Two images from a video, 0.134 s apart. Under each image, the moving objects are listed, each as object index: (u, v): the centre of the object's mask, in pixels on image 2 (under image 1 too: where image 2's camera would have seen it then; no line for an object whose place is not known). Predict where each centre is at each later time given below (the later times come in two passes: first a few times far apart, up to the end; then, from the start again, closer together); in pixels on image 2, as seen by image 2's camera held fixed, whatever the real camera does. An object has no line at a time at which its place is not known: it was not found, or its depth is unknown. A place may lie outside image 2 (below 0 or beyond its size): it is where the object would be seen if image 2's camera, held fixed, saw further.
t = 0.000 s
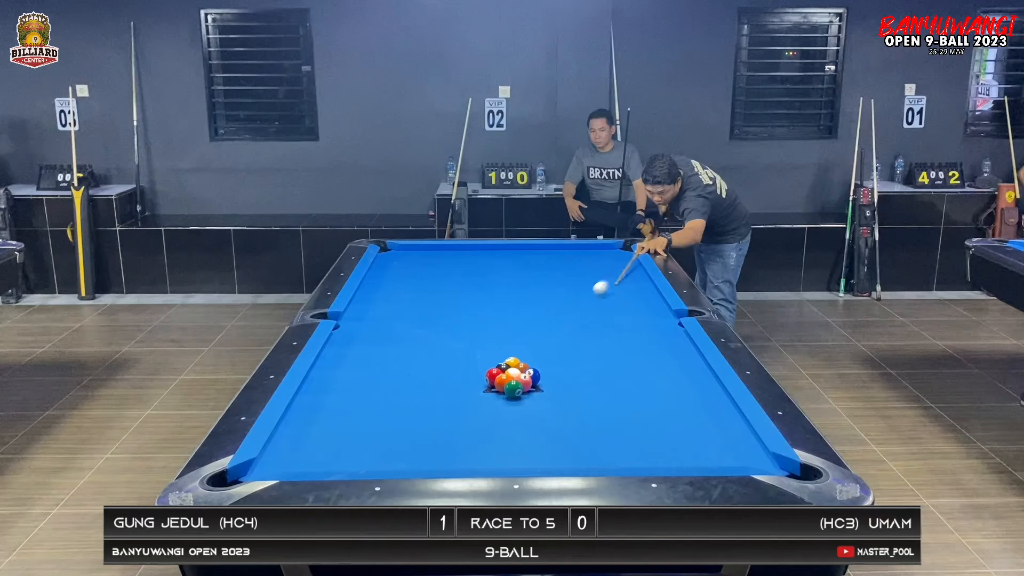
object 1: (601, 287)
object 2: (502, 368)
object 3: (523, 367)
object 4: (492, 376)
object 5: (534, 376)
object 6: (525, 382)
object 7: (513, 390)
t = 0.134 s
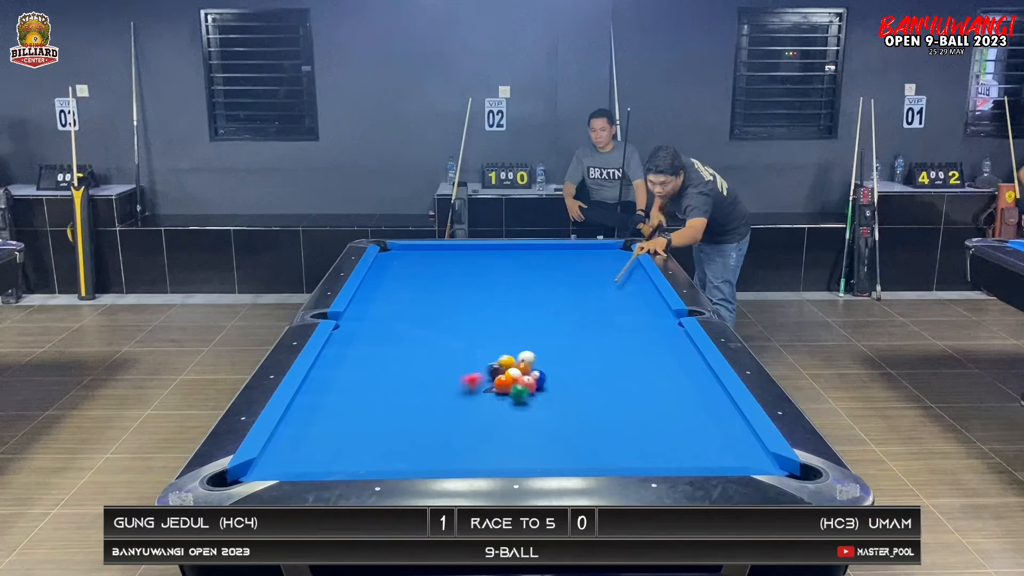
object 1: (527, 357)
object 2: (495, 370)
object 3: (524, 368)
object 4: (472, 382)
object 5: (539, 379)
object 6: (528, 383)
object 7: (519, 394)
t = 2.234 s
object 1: (537, 341)
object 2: (561, 309)
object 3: (443, 313)
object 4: (463, 365)
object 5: (645, 404)
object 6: (570, 408)
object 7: (484, 329)
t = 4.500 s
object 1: (399, 317)
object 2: (596, 284)
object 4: (342, 354)
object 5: (561, 356)
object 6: (541, 370)
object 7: (406, 281)
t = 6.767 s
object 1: (353, 312)
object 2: (571, 282)
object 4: (354, 358)
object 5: (543, 348)
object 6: (537, 368)
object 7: (441, 275)
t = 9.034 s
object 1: (353, 312)
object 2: (571, 282)
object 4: (354, 358)
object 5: (543, 348)
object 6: (537, 368)
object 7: (441, 275)
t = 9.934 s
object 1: (353, 312)
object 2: (571, 282)
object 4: (354, 358)
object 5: (543, 348)
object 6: (537, 368)
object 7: (441, 275)
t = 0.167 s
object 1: (539, 360)
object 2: (480, 371)
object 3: (525, 370)
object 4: (422, 393)
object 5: (550, 383)
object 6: (535, 388)
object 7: (533, 405)
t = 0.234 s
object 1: (562, 363)
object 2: (453, 369)
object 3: (527, 370)
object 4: (313, 419)
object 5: (572, 391)
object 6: (549, 399)
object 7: (559, 426)
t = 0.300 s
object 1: (582, 364)
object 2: (429, 367)
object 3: (529, 370)
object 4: (330, 434)
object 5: (594, 399)
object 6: (562, 407)
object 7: (587, 448)
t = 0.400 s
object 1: (609, 366)
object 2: (397, 365)
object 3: (531, 370)
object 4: (427, 449)
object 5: (625, 409)
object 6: (583, 419)
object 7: (618, 458)
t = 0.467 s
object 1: (627, 368)
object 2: (375, 364)
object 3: (533, 370)
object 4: (489, 457)
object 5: (646, 417)
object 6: (598, 428)
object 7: (624, 448)
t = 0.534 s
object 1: (645, 369)
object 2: (354, 362)
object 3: (534, 370)
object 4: (548, 461)
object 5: (669, 424)
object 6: (606, 436)
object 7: (638, 438)
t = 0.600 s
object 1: (663, 371)
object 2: (333, 361)
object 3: (536, 370)
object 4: (596, 457)
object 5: (692, 432)
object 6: (603, 440)
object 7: (663, 431)
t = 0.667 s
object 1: (681, 372)
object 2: (331, 358)
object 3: (538, 370)
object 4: (640, 452)
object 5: (717, 441)
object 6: (602, 447)
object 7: (684, 424)
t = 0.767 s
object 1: (706, 374)
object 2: (350, 354)
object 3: (540, 370)
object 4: (703, 444)
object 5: (756, 454)
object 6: (602, 456)
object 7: (714, 414)
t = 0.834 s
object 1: (694, 371)
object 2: (363, 351)
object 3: (541, 370)
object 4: (744, 438)
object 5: (754, 458)
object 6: (601, 460)
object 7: (727, 408)
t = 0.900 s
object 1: (685, 370)
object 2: (375, 349)
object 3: (542, 370)
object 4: (719, 429)
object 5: (749, 461)
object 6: (600, 460)
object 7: (710, 402)
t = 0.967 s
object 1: (676, 368)
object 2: (387, 346)
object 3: (543, 370)
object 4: (688, 419)
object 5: (742, 460)
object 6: (598, 458)
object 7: (694, 398)
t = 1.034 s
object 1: (667, 366)
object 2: (398, 344)
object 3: (544, 370)
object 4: (661, 410)
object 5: (735, 458)
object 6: (596, 456)
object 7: (680, 393)
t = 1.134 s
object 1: (654, 364)
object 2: (415, 340)
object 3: (546, 370)
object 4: (625, 397)
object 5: (726, 454)
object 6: (594, 453)
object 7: (659, 386)
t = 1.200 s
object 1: (645, 362)
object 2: (425, 338)
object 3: (546, 370)
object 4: (603, 390)
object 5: (720, 450)
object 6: (592, 448)
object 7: (645, 381)
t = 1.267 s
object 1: (637, 360)
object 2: (436, 336)
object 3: (547, 369)
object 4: (581, 382)
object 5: (714, 446)
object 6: (590, 445)
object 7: (632, 377)
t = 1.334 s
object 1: (629, 359)
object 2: (446, 333)
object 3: (546, 369)
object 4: (560, 375)
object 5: (708, 443)
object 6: (588, 442)
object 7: (619, 374)
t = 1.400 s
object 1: (622, 357)
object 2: (456, 331)
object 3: (536, 363)
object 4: (554, 375)
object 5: (702, 440)
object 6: (587, 439)
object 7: (608, 369)
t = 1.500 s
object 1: (610, 355)
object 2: (470, 328)
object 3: (521, 355)
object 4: (543, 374)
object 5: (694, 435)
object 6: (585, 434)
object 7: (590, 364)
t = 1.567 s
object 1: (603, 354)
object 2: (479, 326)
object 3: (513, 351)
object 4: (535, 373)
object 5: (689, 431)
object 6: (583, 432)
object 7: (579, 360)
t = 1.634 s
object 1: (596, 352)
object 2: (488, 324)
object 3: (504, 347)
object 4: (528, 371)
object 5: (684, 428)
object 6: (582, 429)
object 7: (568, 356)
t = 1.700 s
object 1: (588, 351)
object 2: (497, 323)
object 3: (497, 342)
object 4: (520, 367)
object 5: (679, 425)
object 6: (581, 426)
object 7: (558, 353)
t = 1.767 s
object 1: (582, 349)
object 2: (506, 321)
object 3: (489, 338)
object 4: (511, 367)
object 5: (674, 422)
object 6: (579, 424)
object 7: (548, 350)
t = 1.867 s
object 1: (571, 348)
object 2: (518, 318)
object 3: (478, 332)
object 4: (501, 369)
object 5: (667, 418)
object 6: (577, 420)
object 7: (533, 345)
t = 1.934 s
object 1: (565, 346)
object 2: (527, 316)
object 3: (471, 329)
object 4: (493, 368)
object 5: (663, 415)
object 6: (576, 418)
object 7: (524, 342)
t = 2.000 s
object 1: (559, 345)
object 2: (535, 315)
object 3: (465, 325)
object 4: (487, 367)
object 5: (659, 413)
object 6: (575, 415)
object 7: (514, 339)
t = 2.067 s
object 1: (552, 344)
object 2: (543, 313)
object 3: (458, 321)
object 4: (479, 367)
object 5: (655, 410)
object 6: (573, 413)
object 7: (505, 336)
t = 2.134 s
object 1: (546, 343)
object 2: (550, 311)
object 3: (452, 318)
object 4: (473, 366)
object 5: (650, 408)
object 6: (572, 411)
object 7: (497, 333)
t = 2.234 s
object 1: (537, 341)
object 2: (561, 309)
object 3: (443, 313)
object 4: (463, 365)
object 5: (645, 404)
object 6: (570, 408)
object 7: (484, 329)
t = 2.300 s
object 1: (532, 340)
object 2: (569, 308)
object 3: (437, 310)
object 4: (456, 364)
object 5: (641, 402)
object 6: (569, 406)
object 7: (476, 326)
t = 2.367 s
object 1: (526, 339)
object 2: (576, 306)
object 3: (431, 307)
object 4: (450, 363)
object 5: (637, 400)
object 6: (568, 404)
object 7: (468, 324)
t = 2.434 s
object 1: (520, 338)
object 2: (583, 305)
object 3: (425, 304)
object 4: (444, 363)
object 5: (634, 398)
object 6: (567, 402)
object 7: (461, 322)
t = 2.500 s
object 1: (515, 337)
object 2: (589, 303)
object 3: (420, 301)
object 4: (438, 362)
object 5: (630, 396)
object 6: (565, 401)
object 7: (453, 319)
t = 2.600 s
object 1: (507, 335)
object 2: (600, 301)
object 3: (412, 297)
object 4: (428, 361)
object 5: (625, 392)
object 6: (564, 398)
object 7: (442, 316)
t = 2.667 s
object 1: (502, 334)
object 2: (606, 300)
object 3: (407, 294)
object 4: (423, 360)
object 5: (622, 391)
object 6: (563, 396)
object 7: (435, 313)
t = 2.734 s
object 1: (497, 333)
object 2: (613, 299)
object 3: (402, 292)
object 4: (417, 360)
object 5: (619, 389)
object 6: (561, 395)
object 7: (429, 311)
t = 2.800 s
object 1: (492, 333)
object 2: (618, 297)
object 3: (398, 289)
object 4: (411, 359)
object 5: (616, 387)
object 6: (560, 394)
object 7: (422, 309)
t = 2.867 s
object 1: (487, 332)
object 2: (625, 296)
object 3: (393, 287)
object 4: (406, 359)
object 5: (613, 385)
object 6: (559, 392)
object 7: (416, 307)
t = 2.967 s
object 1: (480, 331)
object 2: (634, 294)
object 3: (386, 284)
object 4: (397, 358)
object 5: (609, 383)
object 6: (558, 390)
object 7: (406, 304)
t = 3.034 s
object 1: (476, 330)
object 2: (640, 293)
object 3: (382, 281)
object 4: (392, 357)
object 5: (606, 381)
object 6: (557, 389)
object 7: (400, 302)
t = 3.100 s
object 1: (471, 329)
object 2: (646, 292)
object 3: (377, 279)
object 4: (387, 357)
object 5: (603, 380)
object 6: (556, 387)
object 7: (394, 301)
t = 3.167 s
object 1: (467, 328)
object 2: (651, 291)
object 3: (373, 277)
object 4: (382, 356)
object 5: (600, 378)
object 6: (555, 386)
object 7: (388, 298)
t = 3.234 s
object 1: (463, 327)
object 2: (649, 290)
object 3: (372, 275)
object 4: (377, 356)
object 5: (598, 376)
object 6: (554, 385)
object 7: (382, 297)
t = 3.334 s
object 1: (457, 326)
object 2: (643, 289)
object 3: (377, 273)
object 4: (369, 355)
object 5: (594, 374)
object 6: (553, 383)
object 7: (374, 294)
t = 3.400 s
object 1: (453, 326)
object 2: (640, 289)
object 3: (380, 272)
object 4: (365, 355)
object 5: (592, 373)
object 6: (552, 382)
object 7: (369, 292)
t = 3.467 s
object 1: (449, 325)
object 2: (637, 288)
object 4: (360, 354)
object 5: (590, 372)
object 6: (551, 381)
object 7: (363, 290)
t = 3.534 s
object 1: (445, 324)
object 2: (633, 288)
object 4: (355, 354)
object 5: (587, 371)
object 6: (551, 380)
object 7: (366, 290)
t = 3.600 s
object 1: (441, 324)
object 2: (630, 288)
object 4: (351, 354)
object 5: (585, 369)
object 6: (550, 379)
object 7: (369, 289)
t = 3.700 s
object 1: (436, 323)
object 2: (625, 287)
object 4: (344, 353)
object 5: (582, 367)
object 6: (549, 378)
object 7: (374, 288)
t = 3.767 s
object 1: (432, 322)
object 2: (622, 286)
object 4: (340, 353)
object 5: (580, 366)
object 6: (548, 377)
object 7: (377, 287)
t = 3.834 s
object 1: (429, 322)
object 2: (619, 286)
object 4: (336, 352)
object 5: (578, 365)
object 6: (547, 376)
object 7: (380, 287)
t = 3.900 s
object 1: (425, 321)
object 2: (617, 286)
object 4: (332, 352)
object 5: (576, 364)
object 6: (547, 376)
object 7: (383, 286)
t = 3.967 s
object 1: (422, 321)
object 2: (614, 285)
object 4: (329, 352)
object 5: (575, 363)
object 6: (546, 375)
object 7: (386, 285)
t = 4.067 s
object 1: (417, 320)
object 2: (610, 285)
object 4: (332, 352)
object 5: (572, 362)
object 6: (545, 374)
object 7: (390, 284)
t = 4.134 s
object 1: (415, 319)
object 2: (608, 285)
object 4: (334, 353)
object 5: (570, 361)
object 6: (544, 373)
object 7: (393, 284)
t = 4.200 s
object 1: (411, 319)
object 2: (605, 284)
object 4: (335, 353)
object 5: (569, 360)
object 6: (544, 373)
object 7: (396, 284)
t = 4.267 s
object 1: (409, 318)
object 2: (603, 284)
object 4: (337, 353)
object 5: (567, 359)
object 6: (543, 372)
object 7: (398, 283)
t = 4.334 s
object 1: (406, 318)
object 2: (601, 284)
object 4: (339, 354)
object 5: (565, 358)
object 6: (542, 372)
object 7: (400, 282)
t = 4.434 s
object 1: (402, 317)
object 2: (597, 284)
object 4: (341, 354)
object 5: (563, 357)
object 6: (542, 371)
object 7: (404, 282)
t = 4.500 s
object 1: (399, 317)
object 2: (596, 284)
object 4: (342, 354)
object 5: (561, 356)
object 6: (541, 370)
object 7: (406, 281)
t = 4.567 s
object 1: (396, 317)
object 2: (593, 283)
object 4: (343, 355)
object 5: (560, 355)
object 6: (540, 370)
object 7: (408, 281)
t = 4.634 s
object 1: (394, 316)
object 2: (592, 283)
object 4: (345, 355)
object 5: (559, 355)
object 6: (540, 369)
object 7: (410, 280)
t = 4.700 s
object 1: (392, 316)
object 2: (590, 283)
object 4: (346, 355)
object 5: (557, 354)
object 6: (539, 369)
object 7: (412, 280)
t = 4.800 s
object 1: (388, 316)
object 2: (587, 283)
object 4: (347, 356)
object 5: (555, 353)
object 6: (539, 369)
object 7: (415, 279)
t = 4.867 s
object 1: (386, 315)
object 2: (586, 283)
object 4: (348, 356)
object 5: (554, 353)
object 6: (538, 369)
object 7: (417, 279)
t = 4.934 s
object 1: (384, 315)
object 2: (584, 283)
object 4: (349, 356)
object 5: (553, 352)
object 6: (538, 369)
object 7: (419, 279)
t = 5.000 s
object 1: (382, 315)
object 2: (583, 282)
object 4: (350, 356)
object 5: (552, 352)
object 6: (537, 368)
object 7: (421, 279)
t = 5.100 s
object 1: (379, 315)
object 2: (581, 282)
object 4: (351, 356)
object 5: (550, 351)
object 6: (537, 368)
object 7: (423, 278)
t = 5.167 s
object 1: (377, 314)
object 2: (580, 282)
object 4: (352, 357)
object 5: (549, 351)
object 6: (537, 368)
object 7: (425, 278)
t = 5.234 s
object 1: (375, 314)
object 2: (579, 282)
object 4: (352, 357)
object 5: (548, 350)
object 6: (537, 368)
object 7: (426, 278)
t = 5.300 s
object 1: (373, 314)
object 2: (578, 282)
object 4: (353, 357)
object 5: (547, 350)
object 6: (537, 368)
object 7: (428, 278)
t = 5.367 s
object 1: (371, 314)
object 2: (577, 282)
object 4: (353, 357)
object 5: (547, 350)
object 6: (537, 368)
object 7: (429, 277)
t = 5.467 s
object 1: (369, 314)
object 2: (575, 282)
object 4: (354, 357)
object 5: (546, 349)
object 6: (537, 368)
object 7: (431, 277)
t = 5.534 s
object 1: (367, 313)
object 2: (575, 282)
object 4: (354, 357)
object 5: (545, 349)
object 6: (537, 368)
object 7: (432, 277)
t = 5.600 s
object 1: (366, 313)
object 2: (574, 282)
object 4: (354, 357)
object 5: (544, 349)
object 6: (537, 368)
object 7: (433, 277)
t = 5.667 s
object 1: (364, 313)
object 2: (573, 282)
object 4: (354, 357)
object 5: (544, 349)
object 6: (537, 368)
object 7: (434, 276)
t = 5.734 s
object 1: (363, 313)
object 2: (573, 282)
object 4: (354, 357)
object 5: (544, 349)
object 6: (537, 368)
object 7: (435, 276)
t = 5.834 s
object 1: (361, 313)
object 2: (572, 282)
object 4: (354, 358)
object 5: (543, 348)
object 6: (537, 368)
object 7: (436, 276)
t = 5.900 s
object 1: (360, 313)
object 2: (572, 281)
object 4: (354, 357)
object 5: (543, 348)
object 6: (537, 368)
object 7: (437, 276)
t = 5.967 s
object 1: (359, 313)
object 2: (571, 282)
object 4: (354, 358)
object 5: (543, 348)
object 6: (537, 368)
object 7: (437, 275)
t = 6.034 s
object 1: (358, 313)
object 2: (571, 282)
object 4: (354, 358)
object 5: (543, 348)
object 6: (537, 368)
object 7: (438, 275)
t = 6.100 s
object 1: (358, 312)
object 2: (571, 282)
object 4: (354, 358)
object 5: (543, 348)
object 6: (537, 368)
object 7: (439, 275)
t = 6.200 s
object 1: (357, 312)
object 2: (571, 282)
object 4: (354, 358)
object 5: (543, 348)
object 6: (537, 368)
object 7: (439, 275)
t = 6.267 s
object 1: (356, 312)
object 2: (571, 282)
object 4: (354, 358)
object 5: (543, 348)
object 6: (537, 368)
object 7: (440, 275)
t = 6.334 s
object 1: (355, 312)
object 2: (571, 282)
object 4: (354, 358)
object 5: (543, 348)
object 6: (537, 368)
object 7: (440, 275)
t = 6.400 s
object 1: (355, 312)
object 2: (571, 282)
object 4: (354, 358)
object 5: (543, 348)
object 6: (537, 368)
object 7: (440, 275)
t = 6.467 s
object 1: (354, 312)
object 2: (571, 281)
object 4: (354, 358)
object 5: (543, 348)
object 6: (537, 368)
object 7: (441, 275)
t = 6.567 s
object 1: (353, 312)
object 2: (571, 281)
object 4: (354, 358)
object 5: (543, 348)
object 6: (537, 368)
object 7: (441, 275)
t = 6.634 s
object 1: (353, 312)
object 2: (571, 282)
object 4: (354, 358)
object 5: (543, 348)
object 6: (537, 368)
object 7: (441, 275)
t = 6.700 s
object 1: (353, 312)
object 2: (571, 282)
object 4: (354, 358)
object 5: (543, 348)
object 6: (537, 368)
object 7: (441, 275)
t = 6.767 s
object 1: (353, 312)
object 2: (571, 282)
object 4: (354, 358)
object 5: (543, 348)
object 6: (537, 368)
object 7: (441, 275)
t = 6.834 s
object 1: (353, 312)
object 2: (571, 282)
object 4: (354, 358)
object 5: (543, 348)
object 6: (537, 368)
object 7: (441, 275)
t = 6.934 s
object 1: (353, 312)
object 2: (571, 282)
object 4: (354, 358)
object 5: (543, 348)
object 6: (537, 368)
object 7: (441, 275)
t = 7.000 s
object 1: (353, 312)
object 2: (571, 282)
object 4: (354, 358)
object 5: (543, 348)
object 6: (537, 368)
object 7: (441, 275)
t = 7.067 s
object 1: (353, 312)
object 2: (571, 282)
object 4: (354, 358)
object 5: (543, 348)
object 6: (537, 368)
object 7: (441, 275)
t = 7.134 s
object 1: (353, 312)
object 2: (571, 282)
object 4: (354, 358)
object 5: (543, 348)
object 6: (537, 368)
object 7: (441, 275)
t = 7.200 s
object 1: (353, 312)
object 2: (571, 282)
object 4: (354, 358)
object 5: (543, 348)
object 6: (537, 368)
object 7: (441, 275)
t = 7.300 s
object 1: (353, 312)
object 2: (571, 282)
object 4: (354, 358)
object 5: (543, 348)
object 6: (537, 368)
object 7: (441, 275)
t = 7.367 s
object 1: (353, 312)
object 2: (571, 282)
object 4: (354, 358)
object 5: (543, 348)
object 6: (537, 368)
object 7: (441, 275)
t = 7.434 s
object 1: (353, 312)
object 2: (571, 282)
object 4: (354, 358)
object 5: (543, 348)
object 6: (537, 368)
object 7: (441, 275)
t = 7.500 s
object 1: (353, 312)
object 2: (571, 282)
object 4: (354, 358)
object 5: (543, 348)
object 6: (537, 368)
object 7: (441, 275)
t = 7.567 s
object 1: (353, 312)
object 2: (571, 282)
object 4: (354, 358)
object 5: (543, 348)
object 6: (537, 368)
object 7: (441, 275)
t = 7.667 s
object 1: (353, 312)
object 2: (571, 282)
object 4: (354, 358)
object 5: (543, 348)
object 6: (537, 368)
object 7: (441, 275)
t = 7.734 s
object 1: (353, 312)
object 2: (571, 282)
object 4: (354, 358)
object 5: (543, 348)
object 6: (537, 368)
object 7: (441, 275)
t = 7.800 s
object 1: (353, 312)
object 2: (571, 281)
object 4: (354, 358)
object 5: (543, 348)
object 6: (537, 368)
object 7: (441, 275)
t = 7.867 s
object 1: (353, 312)
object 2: (571, 282)
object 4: (354, 358)
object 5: (543, 348)
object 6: (537, 368)
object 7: (441, 275)
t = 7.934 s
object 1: (353, 312)
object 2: (571, 282)
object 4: (354, 358)
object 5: (543, 348)
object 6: (537, 368)
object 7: (441, 275)
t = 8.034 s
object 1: (353, 312)
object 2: (571, 282)
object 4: (354, 358)
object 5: (543, 348)
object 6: (537, 368)
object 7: (441, 275)
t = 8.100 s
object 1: (353, 312)
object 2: (571, 282)
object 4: (354, 358)
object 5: (543, 348)
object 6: (537, 368)
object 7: (441, 275)
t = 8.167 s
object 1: (353, 312)
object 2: (571, 282)
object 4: (354, 358)
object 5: (543, 348)
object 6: (537, 368)
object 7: (441, 275)
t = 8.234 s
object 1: (353, 312)
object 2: (571, 282)
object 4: (354, 358)
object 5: (543, 348)
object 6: (537, 368)
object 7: (441, 275)
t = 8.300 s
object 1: (353, 312)
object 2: (571, 282)
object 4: (354, 358)
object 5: (543, 348)
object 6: (537, 368)
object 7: (441, 275)
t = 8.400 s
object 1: (353, 312)
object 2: (571, 281)
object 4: (354, 358)
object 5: (543, 348)
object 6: (537, 368)
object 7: (441, 275)
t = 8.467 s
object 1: (353, 312)
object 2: (571, 281)
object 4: (354, 358)
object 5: (543, 348)
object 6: (537, 368)
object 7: (441, 275)
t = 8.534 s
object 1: (353, 312)
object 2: (571, 281)
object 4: (354, 358)
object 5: (543, 348)
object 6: (537, 368)
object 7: (441, 275)
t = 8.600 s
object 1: (353, 312)
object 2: (571, 281)
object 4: (354, 358)
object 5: (543, 348)
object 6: (537, 368)
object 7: (441, 275)
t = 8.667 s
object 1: (353, 312)
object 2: (571, 281)
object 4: (354, 358)
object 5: (543, 348)
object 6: (537, 368)
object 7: (441, 275)
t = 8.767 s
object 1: (353, 312)
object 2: (571, 281)
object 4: (354, 358)
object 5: (543, 348)
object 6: (537, 368)
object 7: (441, 275)
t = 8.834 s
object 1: (353, 312)
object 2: (571, 281)
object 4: (354, 358)
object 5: (543, 348)
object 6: (537, 368)
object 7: (441, 275)
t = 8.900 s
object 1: (353, 312)
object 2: (571, 282)
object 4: (354, 358)
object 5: (543, 348)
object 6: (537, 368)
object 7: (441, 275)
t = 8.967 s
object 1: (353, 312)
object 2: (571, 282)
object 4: (354, 358)
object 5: (543, 348)
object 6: (537, 368)
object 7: (441, 275)
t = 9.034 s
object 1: (353, 312)
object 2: (571, 282)
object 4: (354, 358)
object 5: (543, 348)
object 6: (537, 368)
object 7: (441, 275)
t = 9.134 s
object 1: (353, 312)
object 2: (571, 282)
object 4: (354, 358)
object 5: (543, 348)
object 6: (537, 368)
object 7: (441, 275)
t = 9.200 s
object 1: (353, 312)
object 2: (571, 282)
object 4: (354, 358)
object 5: (543, 348)
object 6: (537, 368)
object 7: (441, 275)
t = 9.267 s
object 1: (353, 312)
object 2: (571, 282)
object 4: (354, 358)
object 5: (543, 348)
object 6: (537, 368)
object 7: (441, 275)
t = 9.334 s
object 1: (353, 312)
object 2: (571, 282)
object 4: (354, 358)
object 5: (543, 348)
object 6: (537, 368)
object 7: (441, 275)
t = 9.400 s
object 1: (353, 312)
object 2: (571, 282)
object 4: (354, 358)
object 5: (543, 348)
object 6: (537, 368)
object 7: (441, 275)
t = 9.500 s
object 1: (353, 312)
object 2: (571, 282)
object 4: (354, 358)
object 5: (543, 348)
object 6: (537, 368)
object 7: (441, 275)
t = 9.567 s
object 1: (353, 312)
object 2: (571, 282)
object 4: (354, 358)
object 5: (543, 348)
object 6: (537, 368)
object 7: (441, 275)
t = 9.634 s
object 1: (353, 312)
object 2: (571, 282)
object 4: (354, 358)
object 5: (543, 348)
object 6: (537, 368)
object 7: (441, 275)
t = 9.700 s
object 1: (353, 312)
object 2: (571, 282)
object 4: (354, 358)
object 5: (543, 348)
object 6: (537, 368)
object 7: (441, 275)
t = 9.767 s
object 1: (353, 312)
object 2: (571, 282)
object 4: (354, 358)
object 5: (543, 348)
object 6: (537, 368)
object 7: (441, 275)
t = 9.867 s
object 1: (353, 312)
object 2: (571, 282)
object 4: (354, 358)
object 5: (543, 348)
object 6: (537, 368)
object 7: (441, 275)
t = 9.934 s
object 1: (353, 312)
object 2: (571, 282)
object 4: (354, 358)
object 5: (543, 348)
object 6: (537, 368)
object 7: (441, 275)
